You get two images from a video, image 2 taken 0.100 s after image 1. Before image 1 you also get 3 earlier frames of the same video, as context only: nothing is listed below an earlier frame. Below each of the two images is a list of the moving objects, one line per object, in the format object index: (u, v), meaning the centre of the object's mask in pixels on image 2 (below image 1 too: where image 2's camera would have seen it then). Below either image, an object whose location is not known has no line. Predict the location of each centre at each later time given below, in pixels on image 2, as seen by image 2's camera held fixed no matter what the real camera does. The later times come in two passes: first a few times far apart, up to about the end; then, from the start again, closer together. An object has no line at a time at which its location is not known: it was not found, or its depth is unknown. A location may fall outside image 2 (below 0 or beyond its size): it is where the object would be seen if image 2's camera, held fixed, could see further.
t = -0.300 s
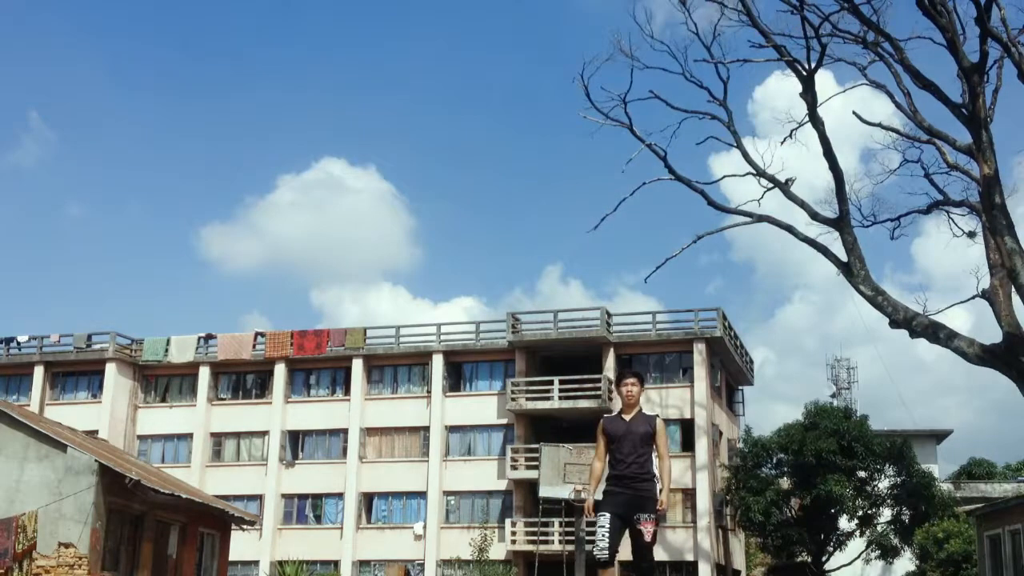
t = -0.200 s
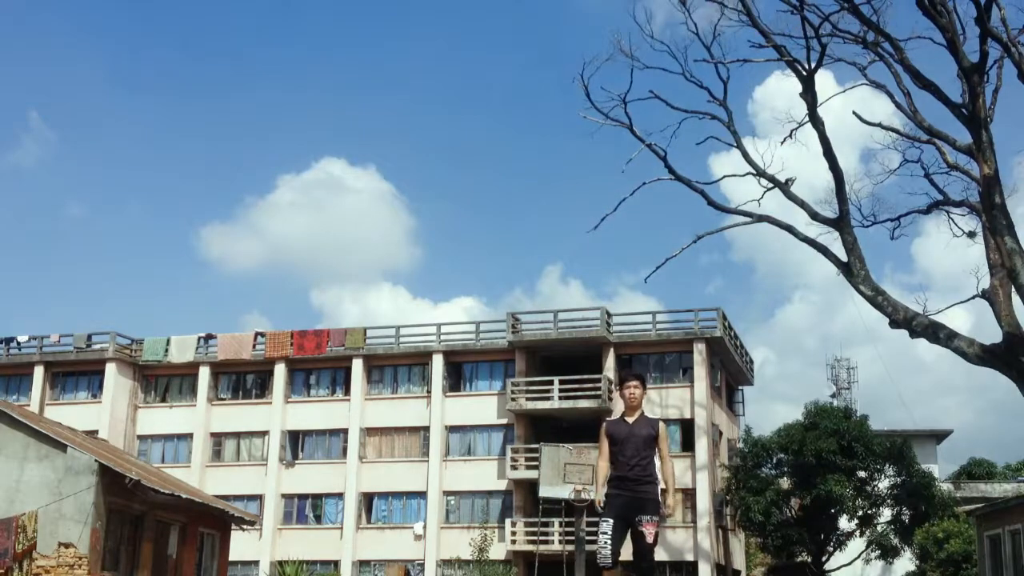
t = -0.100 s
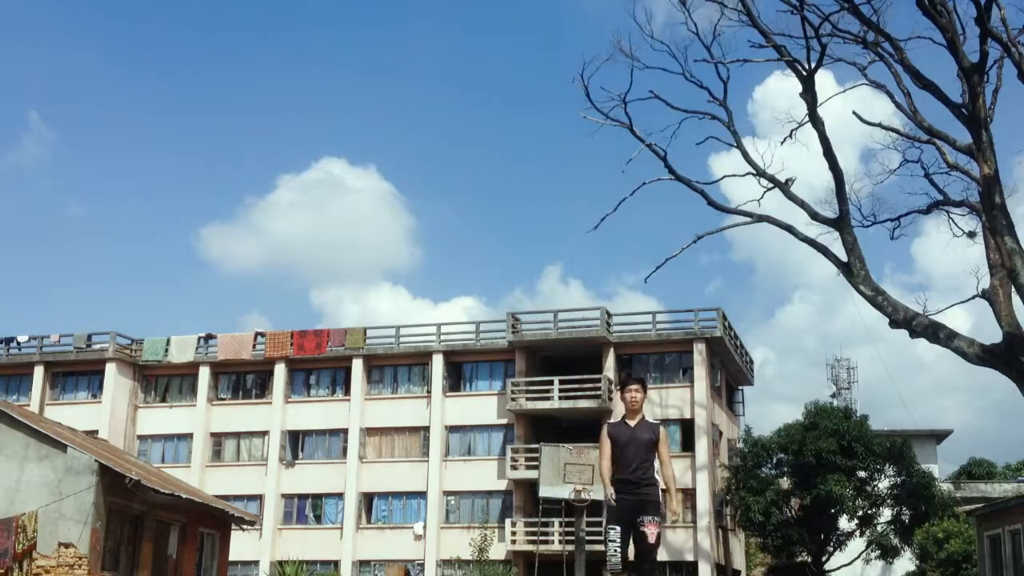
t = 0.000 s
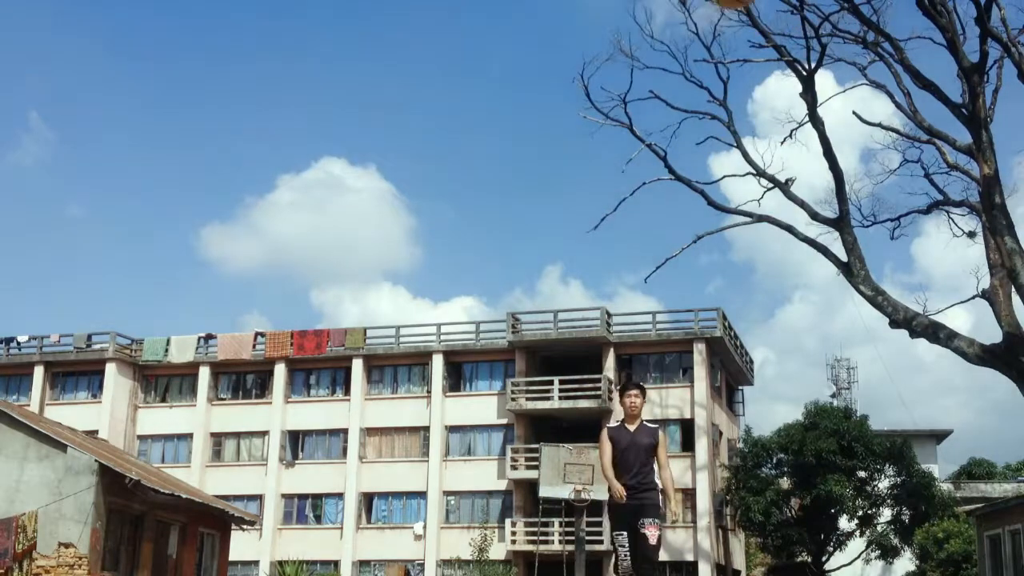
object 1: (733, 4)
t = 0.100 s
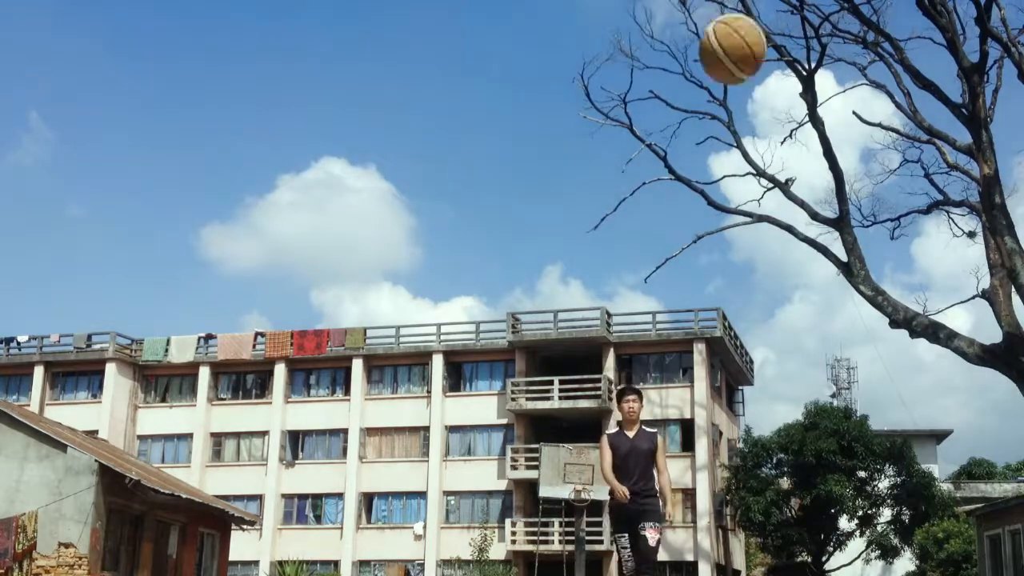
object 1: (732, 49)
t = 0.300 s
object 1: (734, 267)
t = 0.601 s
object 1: (735, 525)
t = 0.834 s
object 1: (719, 374)
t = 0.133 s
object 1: (732, 79)
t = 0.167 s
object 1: (732, 112)
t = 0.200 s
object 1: (732, 147)
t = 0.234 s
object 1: (733, 185)
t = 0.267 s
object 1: (733, 225)
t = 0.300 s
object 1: (734, 267)
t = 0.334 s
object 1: (735, 311)
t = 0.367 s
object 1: (736, 357)
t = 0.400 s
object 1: (737, 405)
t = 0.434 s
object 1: (740, 458)
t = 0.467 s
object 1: (740, 513)
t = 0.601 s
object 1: (735, 525)
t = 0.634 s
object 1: (732, 495)
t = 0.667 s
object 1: (729, 468)
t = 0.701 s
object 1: (727, 444)
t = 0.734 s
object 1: (724, 422)
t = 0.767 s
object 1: (722, 404)
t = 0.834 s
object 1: (719, 374)
